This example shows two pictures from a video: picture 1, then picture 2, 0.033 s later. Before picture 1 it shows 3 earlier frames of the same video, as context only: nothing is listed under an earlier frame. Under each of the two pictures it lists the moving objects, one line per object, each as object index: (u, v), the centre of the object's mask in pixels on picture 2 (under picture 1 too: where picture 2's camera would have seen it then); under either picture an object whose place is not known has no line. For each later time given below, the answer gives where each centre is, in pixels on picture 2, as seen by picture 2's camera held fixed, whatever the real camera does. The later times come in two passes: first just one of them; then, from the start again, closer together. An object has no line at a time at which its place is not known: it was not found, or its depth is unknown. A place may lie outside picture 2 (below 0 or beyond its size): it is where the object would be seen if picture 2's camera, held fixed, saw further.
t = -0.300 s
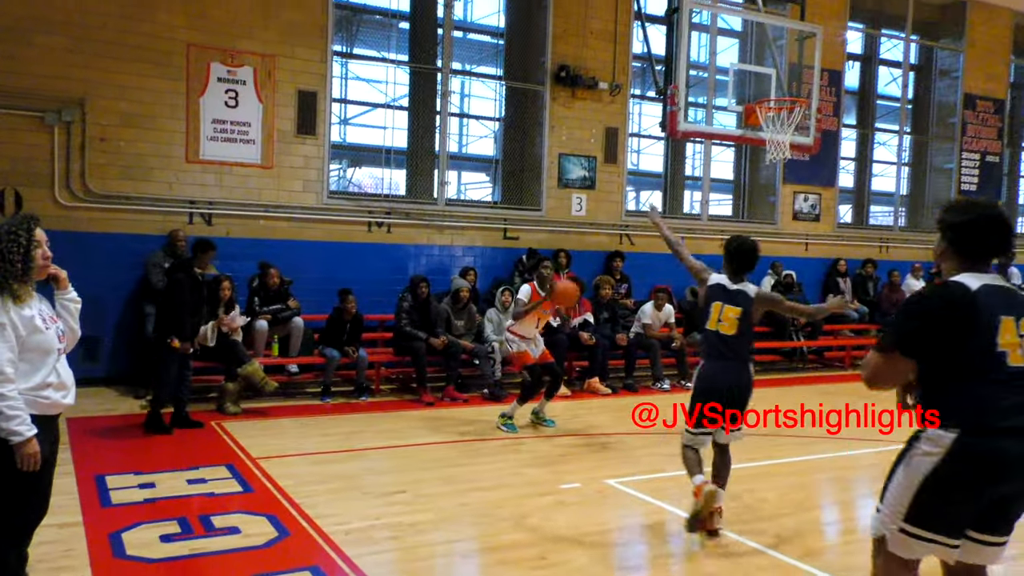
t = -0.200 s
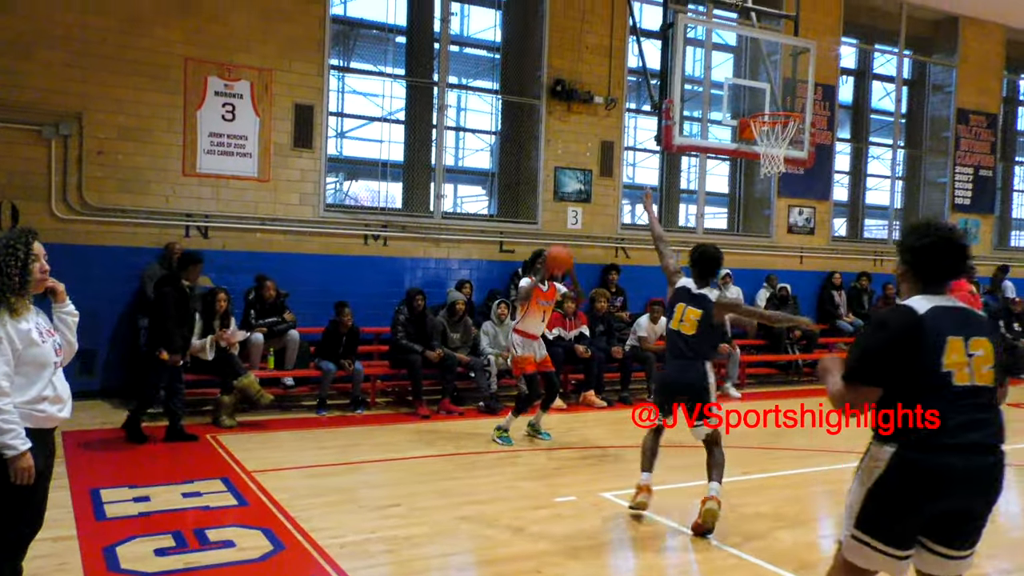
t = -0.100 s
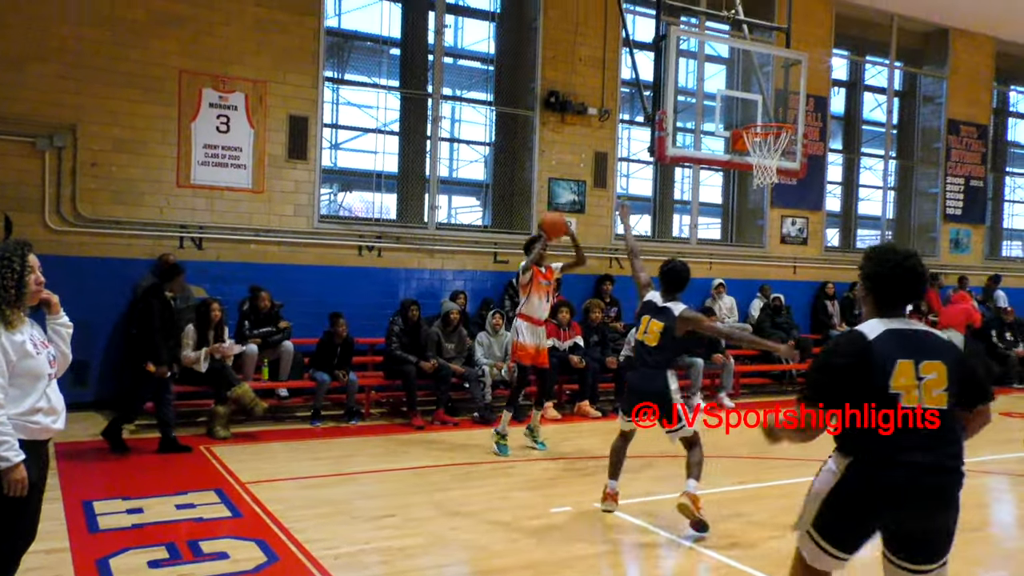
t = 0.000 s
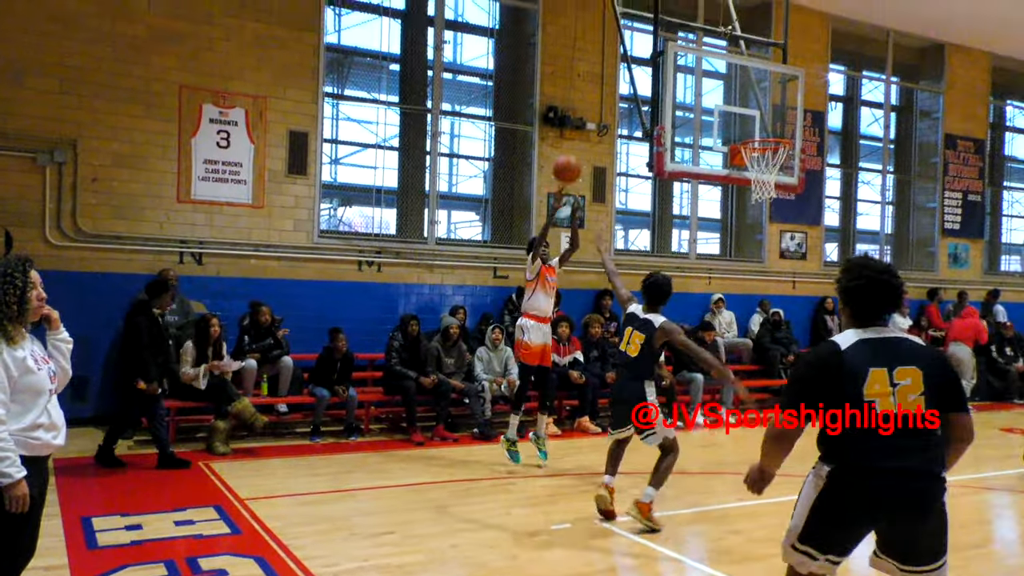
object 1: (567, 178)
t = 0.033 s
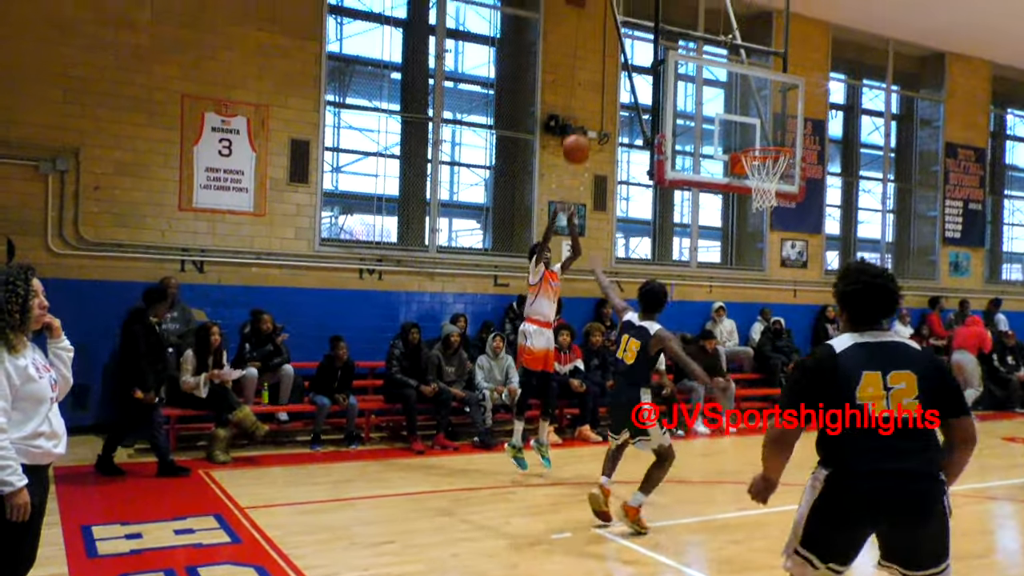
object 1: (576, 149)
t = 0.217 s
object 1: (630, -2)
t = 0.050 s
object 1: (580, 135)
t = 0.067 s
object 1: (586, 123)
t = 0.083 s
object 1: (589, 108)
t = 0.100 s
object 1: (594, 94)
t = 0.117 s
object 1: (598, 81)
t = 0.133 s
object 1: (605, 67)
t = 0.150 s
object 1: (610, 53)
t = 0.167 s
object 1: (614, 39)
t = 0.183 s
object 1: (620, 25)
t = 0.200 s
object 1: (625, 10)
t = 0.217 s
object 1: (630, -2)
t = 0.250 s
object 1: (641, -29)
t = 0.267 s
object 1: (647, -43)
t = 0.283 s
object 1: (653, -58)
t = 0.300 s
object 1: (659, -71)
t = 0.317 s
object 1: (665, -85)
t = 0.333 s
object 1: (671, -97)
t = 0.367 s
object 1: (684, -122)
